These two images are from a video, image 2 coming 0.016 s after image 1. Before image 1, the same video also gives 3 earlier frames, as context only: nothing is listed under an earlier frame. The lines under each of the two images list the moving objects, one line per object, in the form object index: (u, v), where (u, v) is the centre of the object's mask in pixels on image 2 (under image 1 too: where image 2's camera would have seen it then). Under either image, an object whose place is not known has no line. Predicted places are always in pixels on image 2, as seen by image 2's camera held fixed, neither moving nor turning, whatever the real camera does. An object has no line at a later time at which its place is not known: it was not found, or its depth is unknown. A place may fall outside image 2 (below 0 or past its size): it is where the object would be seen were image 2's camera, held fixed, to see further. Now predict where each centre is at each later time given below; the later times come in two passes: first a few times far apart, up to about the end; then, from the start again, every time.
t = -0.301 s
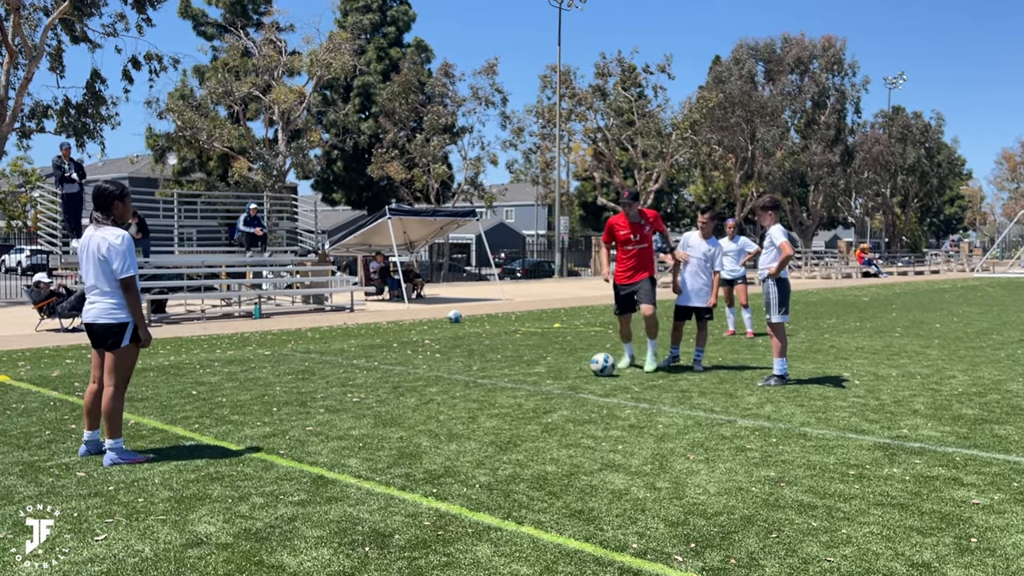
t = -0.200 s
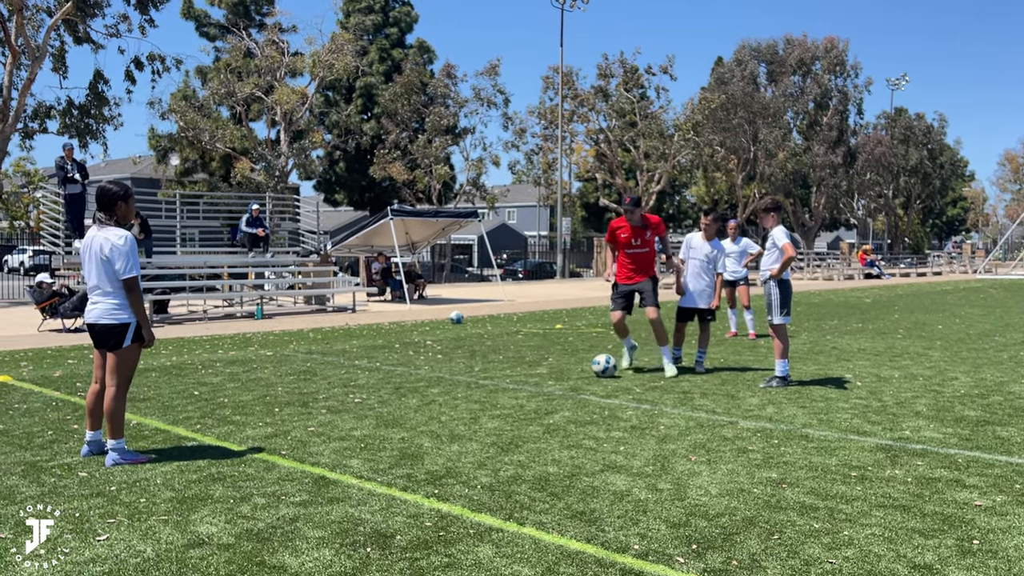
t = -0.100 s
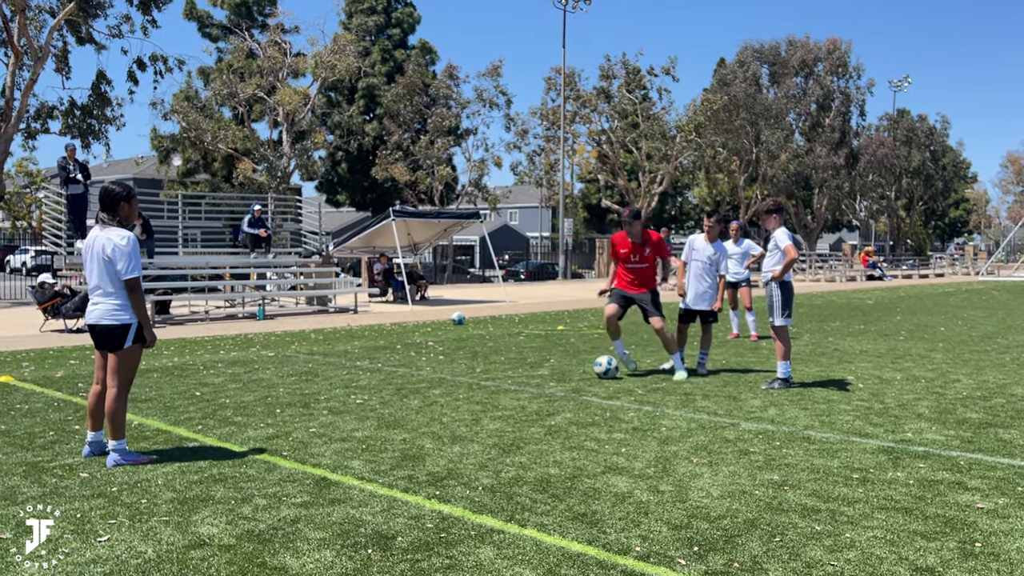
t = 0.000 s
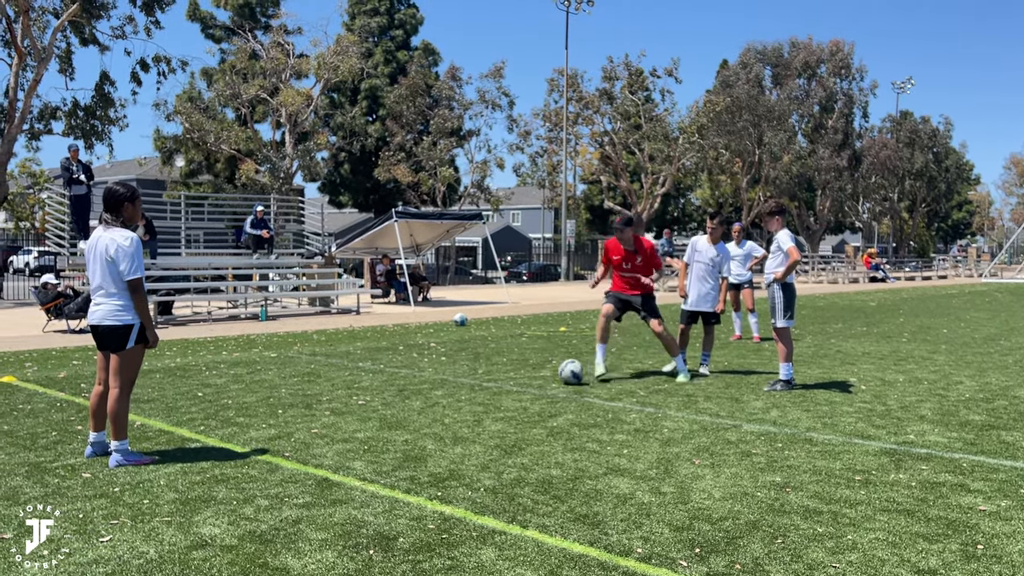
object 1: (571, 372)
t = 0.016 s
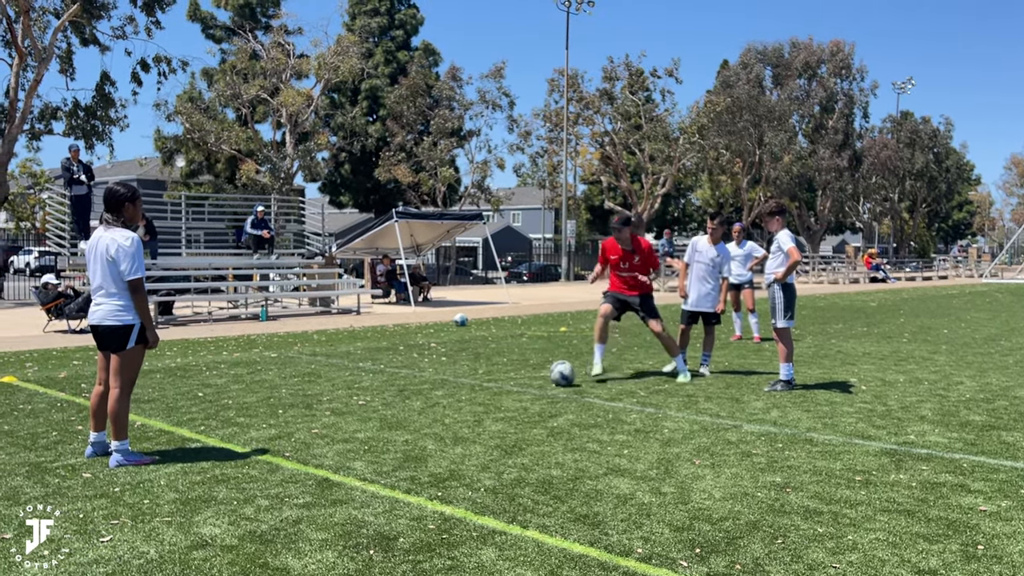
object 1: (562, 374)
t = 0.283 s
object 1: (420, 390)
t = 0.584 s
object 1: (272, 409)
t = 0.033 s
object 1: (553, 375)
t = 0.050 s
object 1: (544, 375)
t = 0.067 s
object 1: (536, 377)
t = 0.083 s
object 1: (527, 378)
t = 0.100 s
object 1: (517, 378)
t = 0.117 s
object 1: (509, 379)
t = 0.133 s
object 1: (499, 381)
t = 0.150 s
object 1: (490, 382)
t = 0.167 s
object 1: (481, 383)
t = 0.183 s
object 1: (472, 384)
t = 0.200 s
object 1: (463, 385)
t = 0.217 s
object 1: (454, 385)
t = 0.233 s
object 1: (445, 387)
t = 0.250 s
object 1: (437, 388)
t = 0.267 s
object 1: (428, 389)
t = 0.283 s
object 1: (420, 390)
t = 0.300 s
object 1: (411, 391)
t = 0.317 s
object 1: (402, 392)
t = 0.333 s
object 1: (394, 393)
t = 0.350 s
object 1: (385, 395)
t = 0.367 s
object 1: (376, 397)
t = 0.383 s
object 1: (368, 397)
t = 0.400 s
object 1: (360, 398)
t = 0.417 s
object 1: (352, 398)
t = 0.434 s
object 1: (344, 399)
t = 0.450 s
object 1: (336, 401)
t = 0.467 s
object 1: (328, 401)
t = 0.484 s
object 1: (319, 404)
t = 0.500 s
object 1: (311, 404)
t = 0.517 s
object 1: (303, 405)
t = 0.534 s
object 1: (295, 406)
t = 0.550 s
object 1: (288, 407)
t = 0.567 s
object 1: (279, 407)
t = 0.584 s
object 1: (272, 409)
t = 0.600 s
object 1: (264, 409)
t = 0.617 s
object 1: (255, 410)
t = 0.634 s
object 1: (248, 411)
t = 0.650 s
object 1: (240, 412)
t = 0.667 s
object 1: (232, 412)
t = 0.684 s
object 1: (223, 414)
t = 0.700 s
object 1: (216, 414)
